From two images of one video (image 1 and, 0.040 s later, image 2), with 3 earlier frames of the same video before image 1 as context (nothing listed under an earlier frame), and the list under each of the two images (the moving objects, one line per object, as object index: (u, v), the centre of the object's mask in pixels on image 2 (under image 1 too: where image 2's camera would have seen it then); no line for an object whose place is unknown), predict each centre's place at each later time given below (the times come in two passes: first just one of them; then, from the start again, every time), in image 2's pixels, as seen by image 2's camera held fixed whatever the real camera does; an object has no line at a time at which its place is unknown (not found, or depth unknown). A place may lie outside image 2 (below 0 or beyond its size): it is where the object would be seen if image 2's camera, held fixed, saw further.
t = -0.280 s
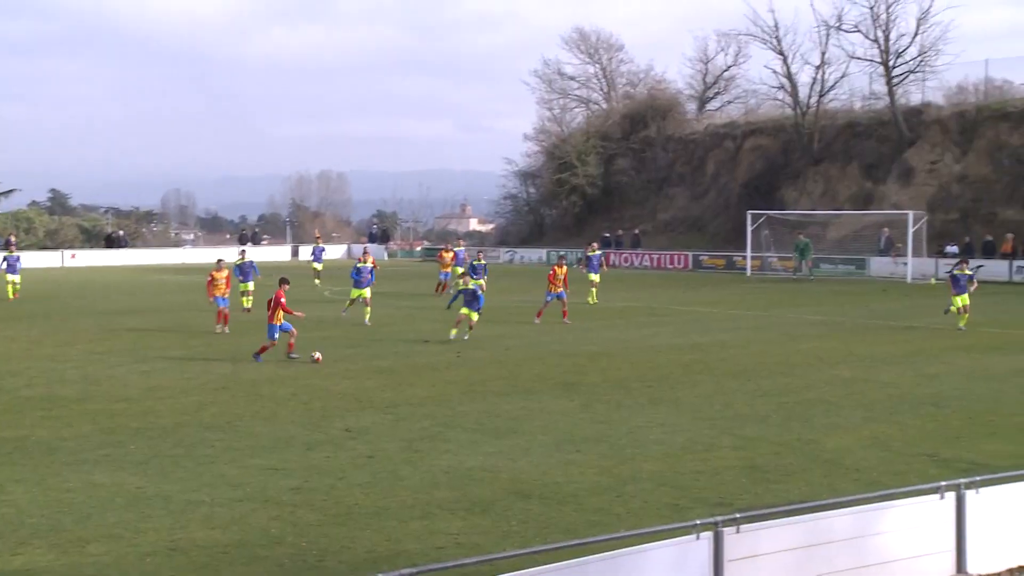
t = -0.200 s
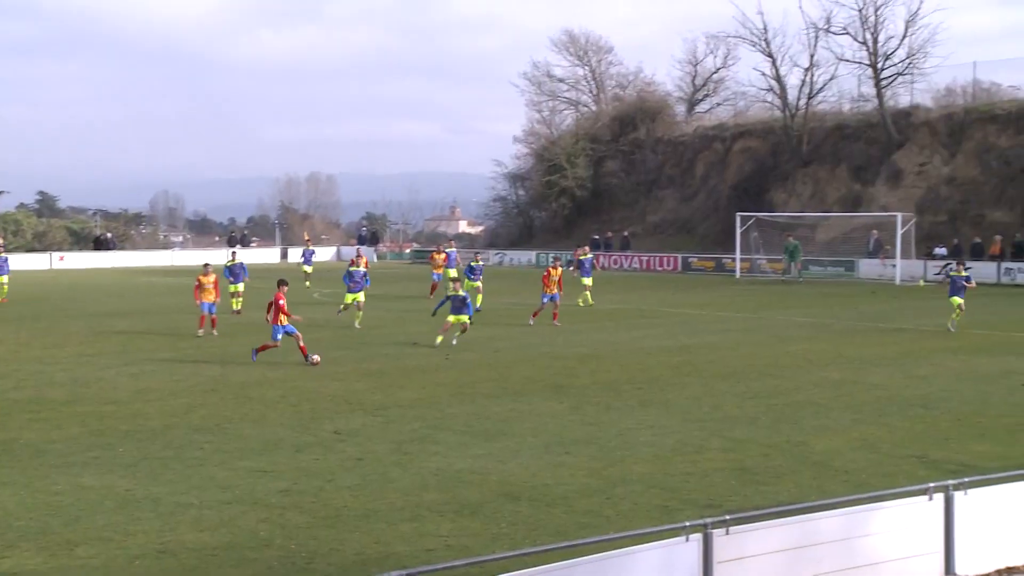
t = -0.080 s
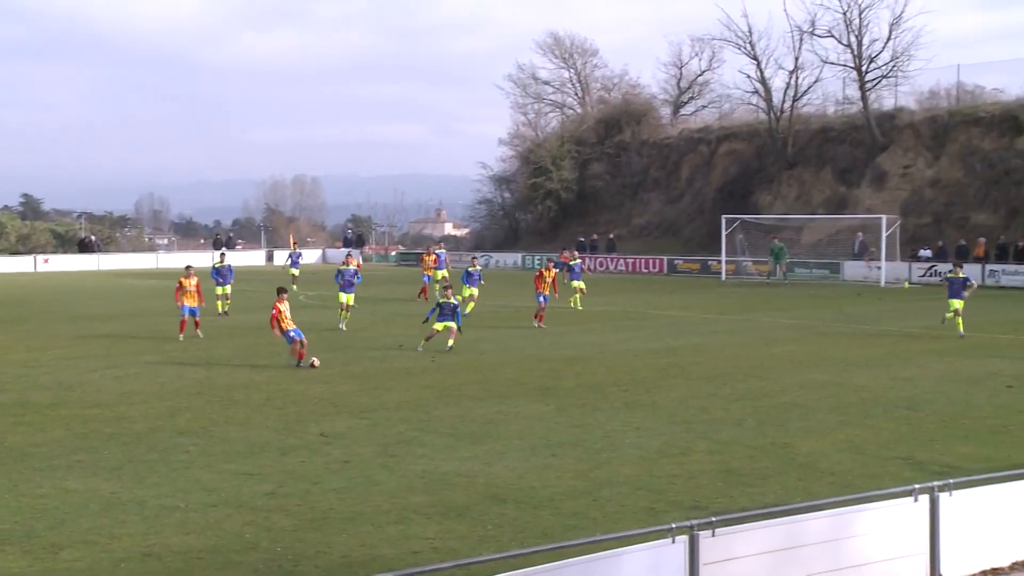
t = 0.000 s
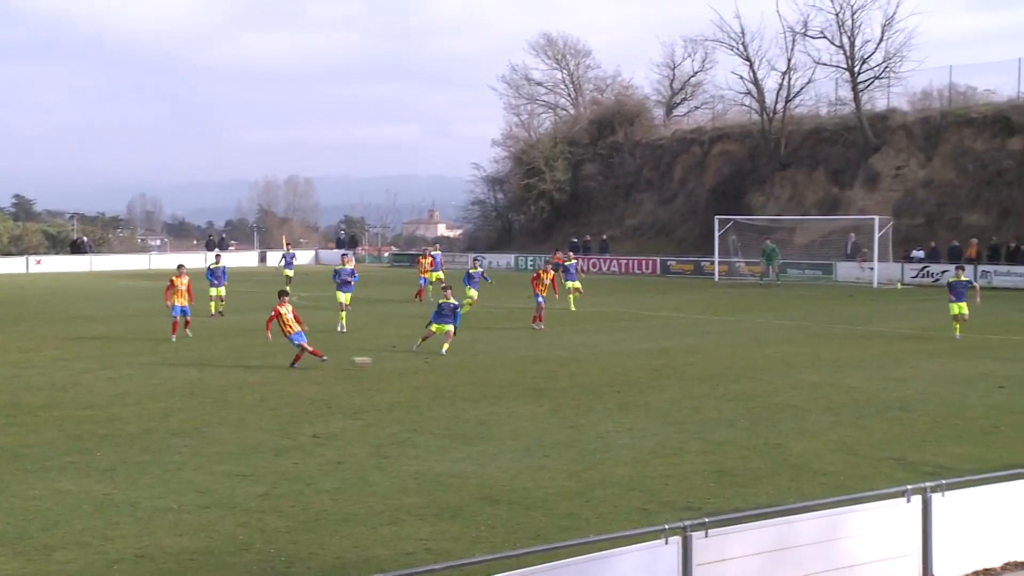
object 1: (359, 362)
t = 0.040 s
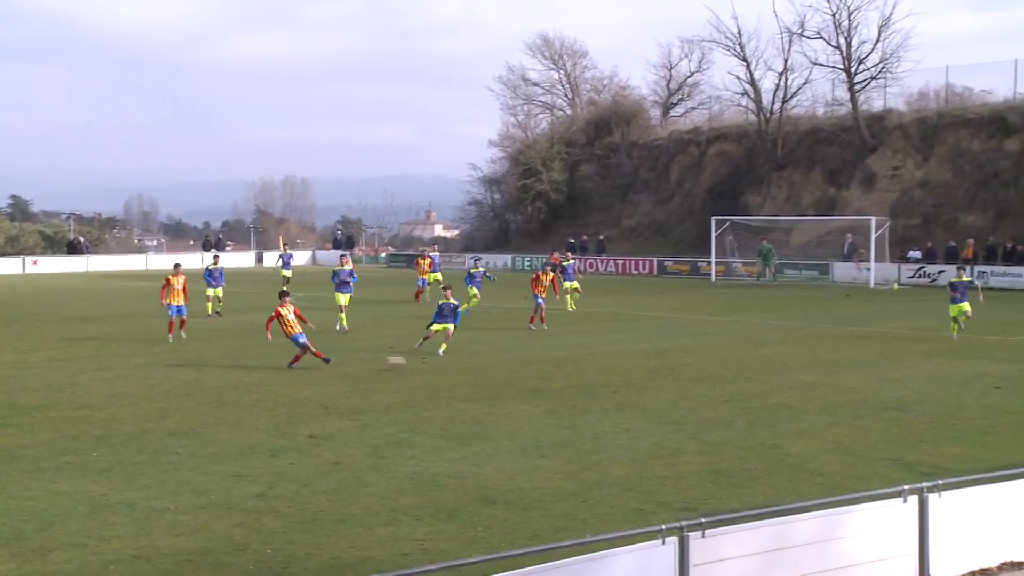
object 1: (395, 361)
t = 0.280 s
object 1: (603, 363)
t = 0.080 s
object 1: (431, 361)
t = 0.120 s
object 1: (467, 363)
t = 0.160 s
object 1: (503, 366)
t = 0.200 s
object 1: (537, 365)
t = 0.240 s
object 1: (570, 363)
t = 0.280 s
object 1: (603, 363)
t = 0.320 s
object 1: (634, 362)
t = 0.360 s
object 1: (665, 364)
